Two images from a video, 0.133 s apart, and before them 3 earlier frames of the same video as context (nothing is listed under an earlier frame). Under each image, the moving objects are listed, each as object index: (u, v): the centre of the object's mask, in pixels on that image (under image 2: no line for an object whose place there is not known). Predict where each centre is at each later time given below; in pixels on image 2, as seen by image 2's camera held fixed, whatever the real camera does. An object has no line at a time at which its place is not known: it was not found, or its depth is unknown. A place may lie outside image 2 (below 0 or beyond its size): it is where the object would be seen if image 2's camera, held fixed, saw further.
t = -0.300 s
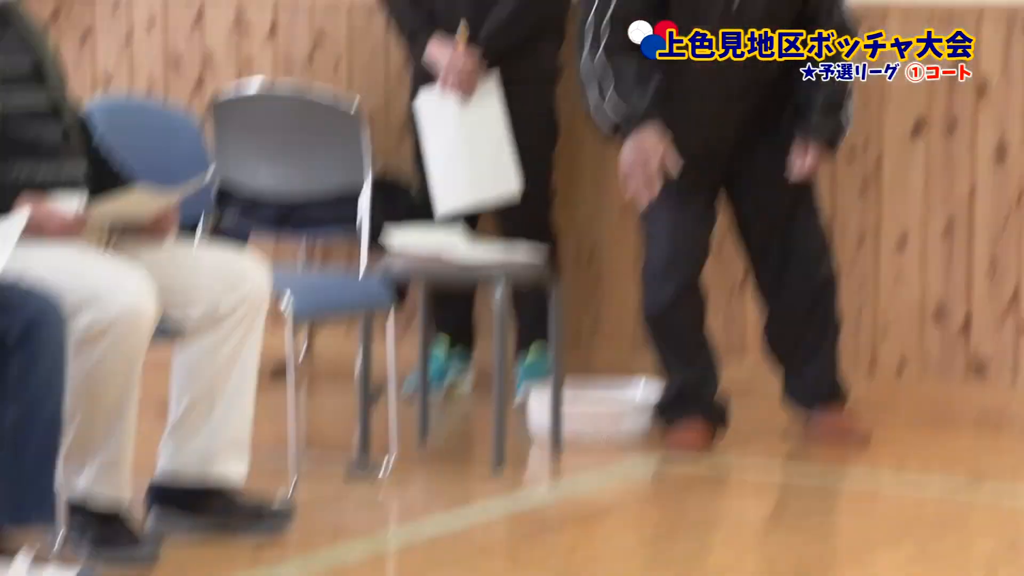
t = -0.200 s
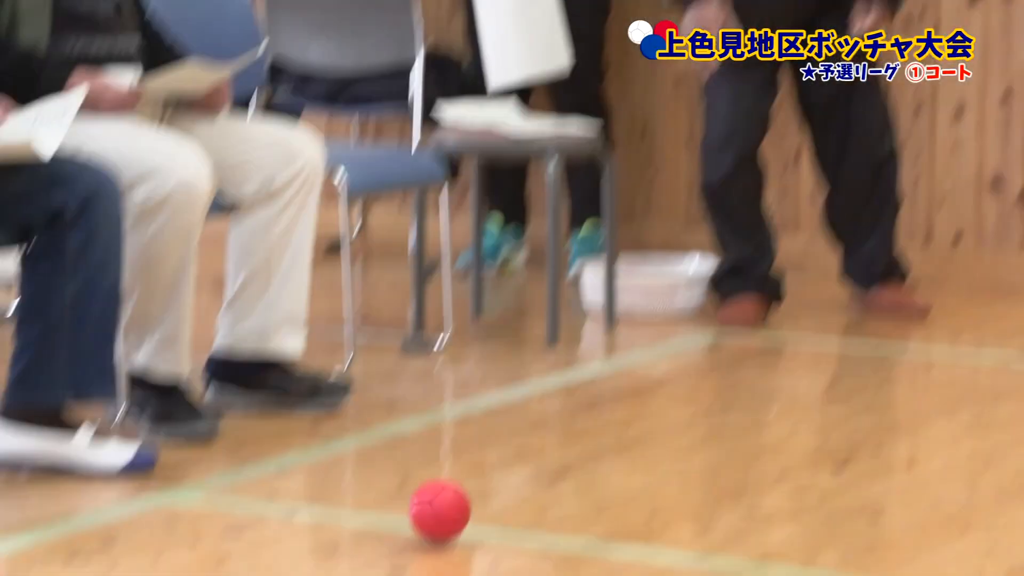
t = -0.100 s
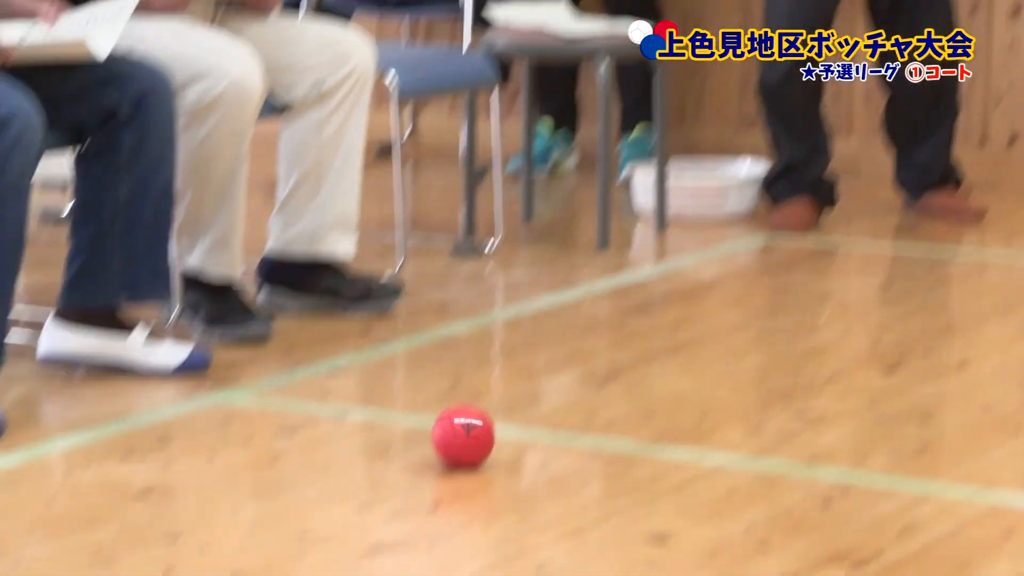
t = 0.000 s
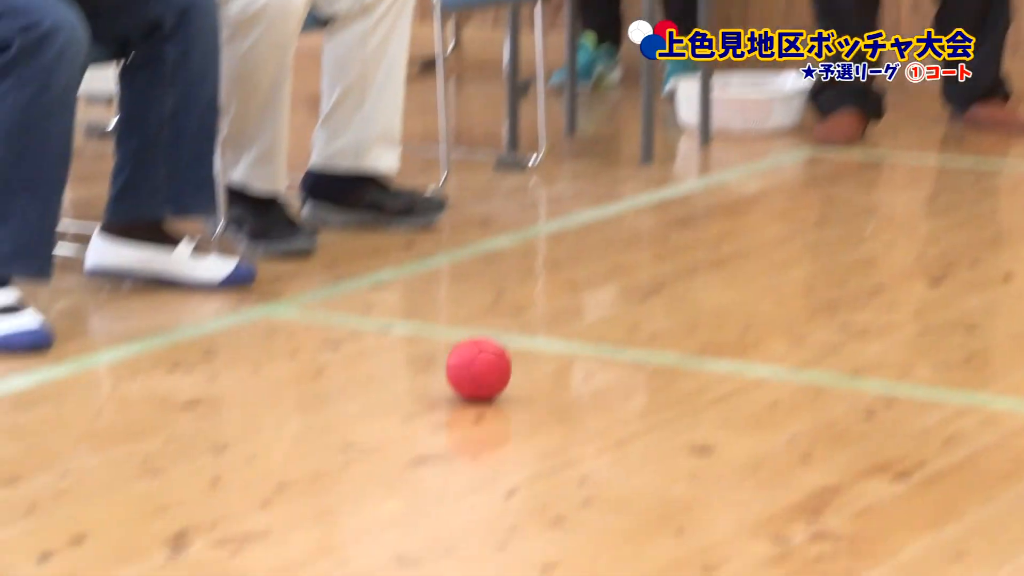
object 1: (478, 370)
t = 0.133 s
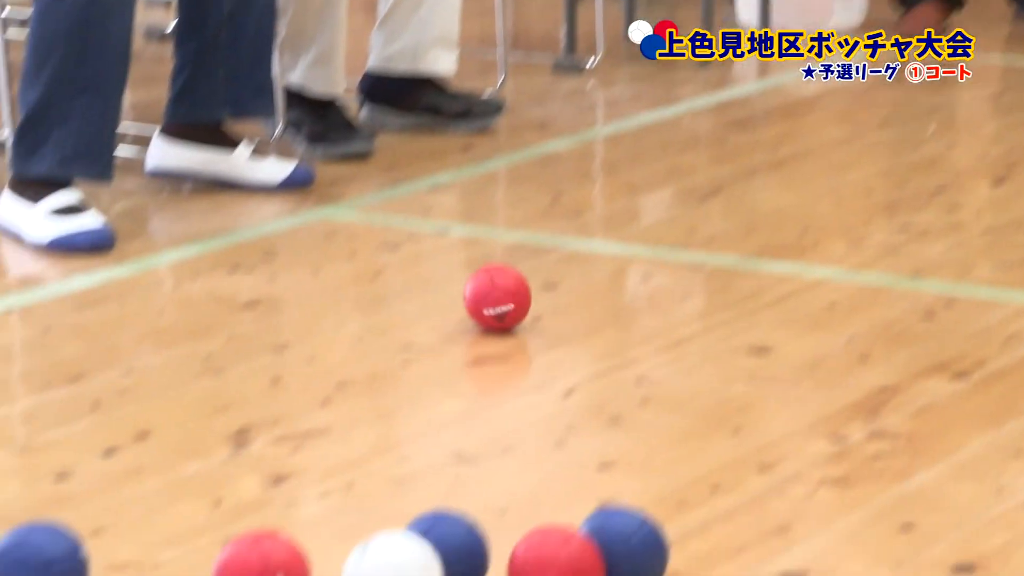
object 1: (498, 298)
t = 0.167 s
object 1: (489, 302)
